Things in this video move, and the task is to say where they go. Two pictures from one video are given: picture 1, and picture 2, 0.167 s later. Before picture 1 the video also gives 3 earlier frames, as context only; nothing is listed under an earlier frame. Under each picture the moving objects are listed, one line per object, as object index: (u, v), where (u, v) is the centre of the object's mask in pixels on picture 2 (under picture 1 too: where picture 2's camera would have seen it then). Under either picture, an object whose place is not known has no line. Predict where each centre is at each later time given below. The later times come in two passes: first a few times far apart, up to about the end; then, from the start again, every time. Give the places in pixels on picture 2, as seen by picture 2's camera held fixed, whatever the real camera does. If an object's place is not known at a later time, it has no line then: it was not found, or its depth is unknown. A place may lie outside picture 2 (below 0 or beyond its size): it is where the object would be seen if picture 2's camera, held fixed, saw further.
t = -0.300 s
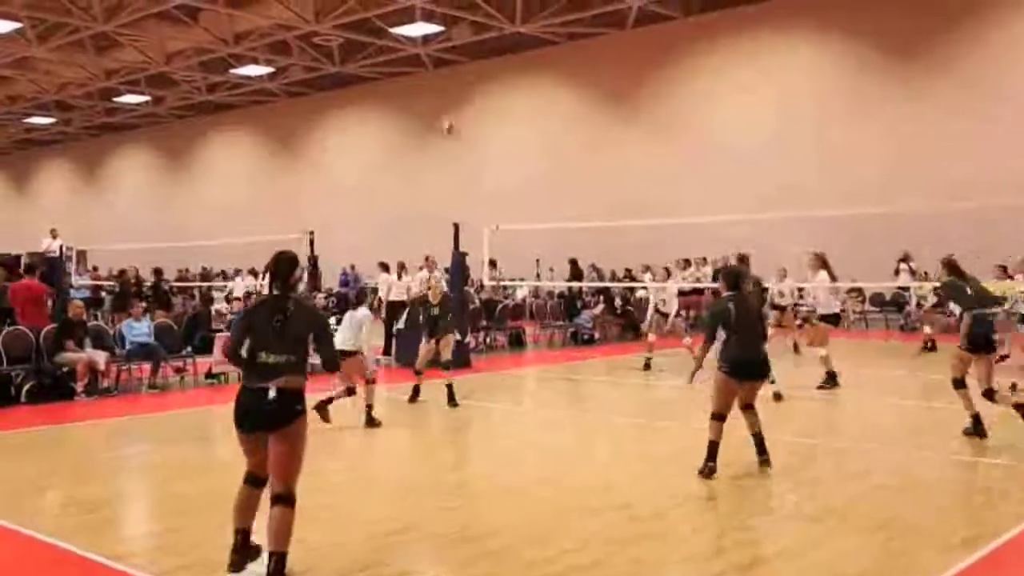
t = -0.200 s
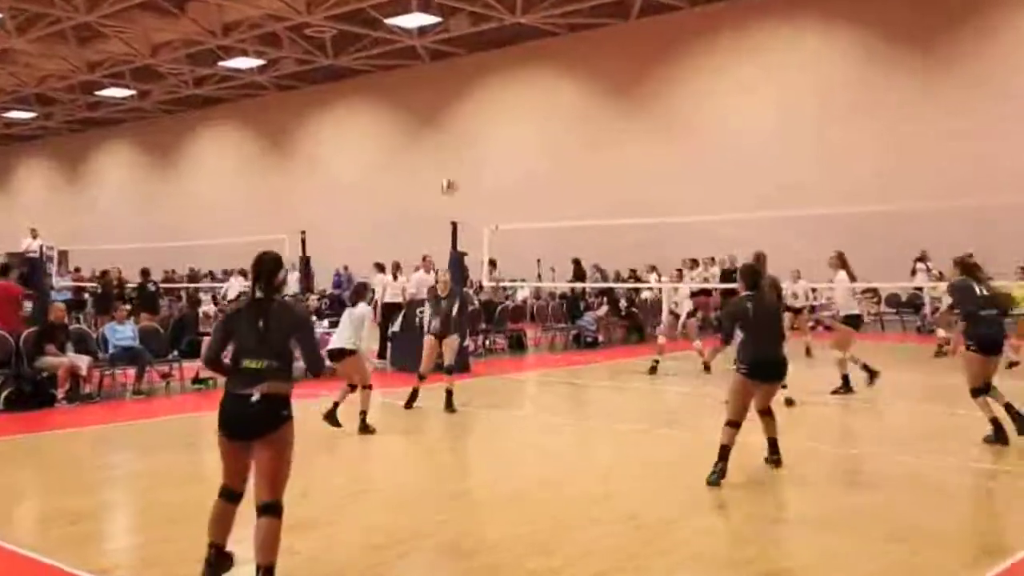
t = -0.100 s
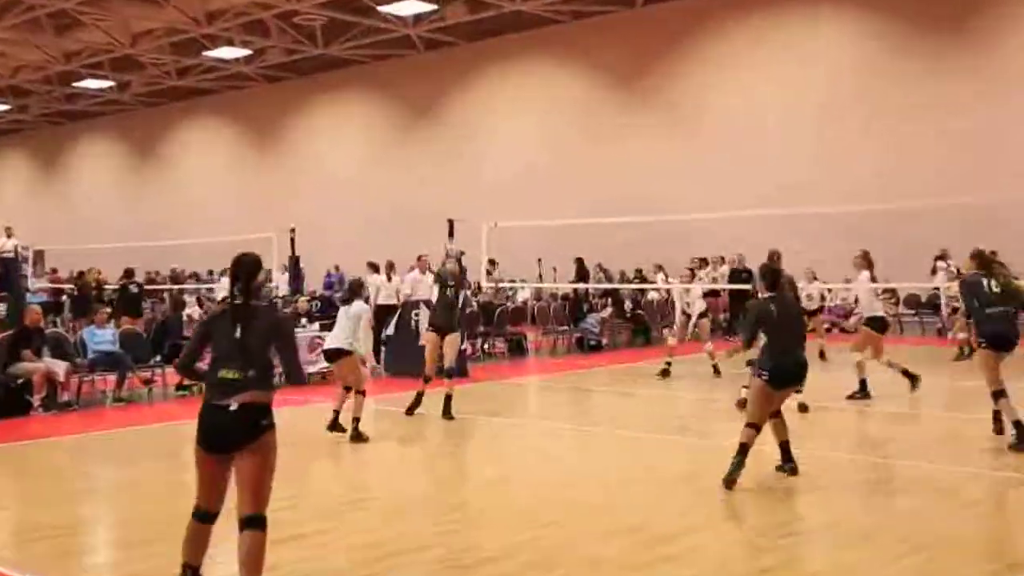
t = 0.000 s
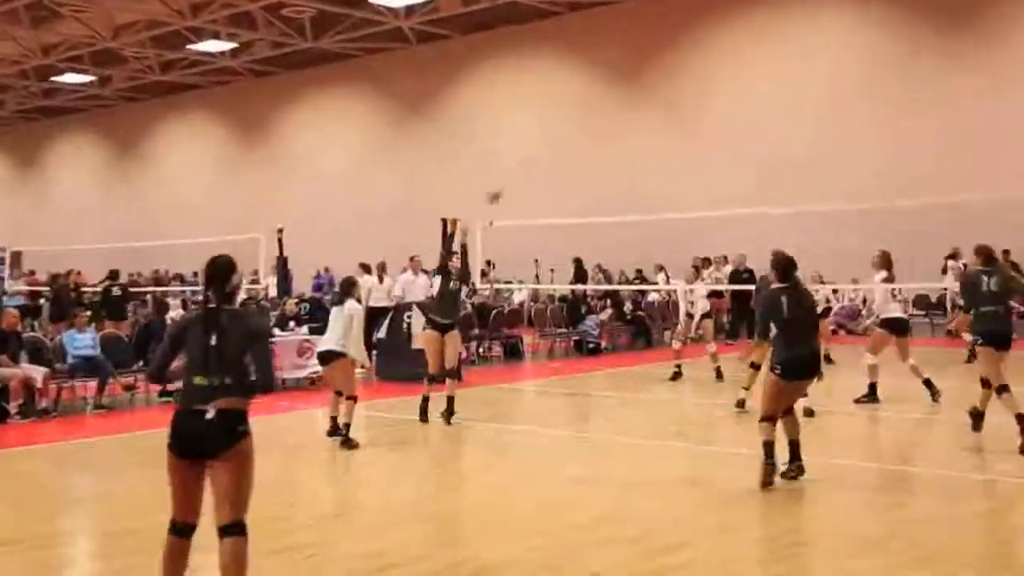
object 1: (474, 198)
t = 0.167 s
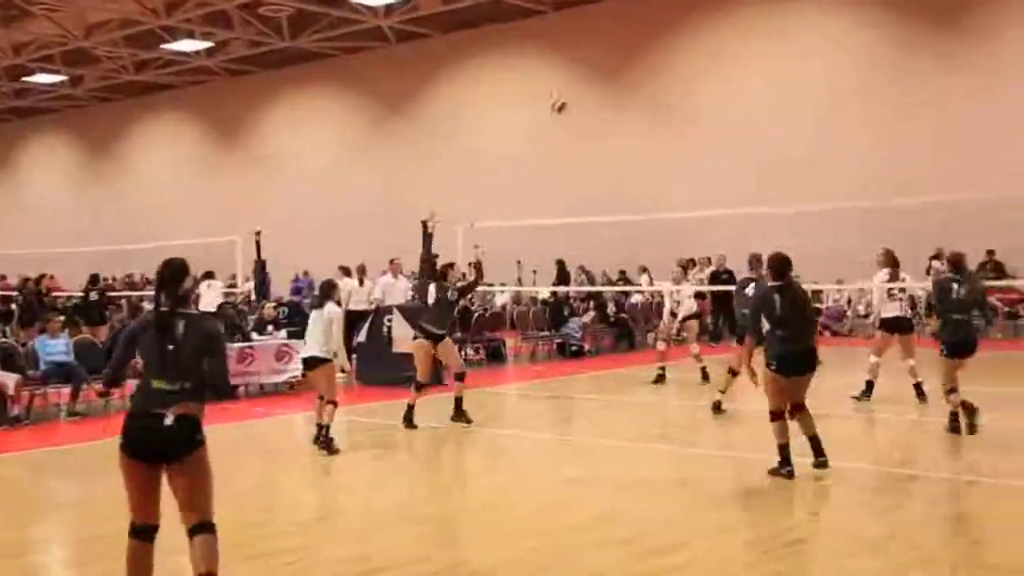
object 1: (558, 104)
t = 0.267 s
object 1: (604, 66)
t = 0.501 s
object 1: (696, 26)
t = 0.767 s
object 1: (785, 33)
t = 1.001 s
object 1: (853, 79)
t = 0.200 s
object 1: (574, 90)
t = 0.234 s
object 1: (591, 75)
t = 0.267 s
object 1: (604, 66)
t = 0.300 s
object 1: (618, 58)
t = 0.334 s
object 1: (632, 49)
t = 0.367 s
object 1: (646, 40)
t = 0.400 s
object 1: (659, 35)
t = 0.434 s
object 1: (672, 30)
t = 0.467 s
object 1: (685, 27)
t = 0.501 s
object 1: (696, 26)
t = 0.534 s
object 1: (711, 23)
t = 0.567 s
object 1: (721, 22)
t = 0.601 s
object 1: (731, 23)
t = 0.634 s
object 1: (745, 23)
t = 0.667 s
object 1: (754, 26)
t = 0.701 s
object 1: (765, 28)
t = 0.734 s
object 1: (776, 31)
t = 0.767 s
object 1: (785, 33)
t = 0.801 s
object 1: (796, 40)
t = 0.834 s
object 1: (807, 46)
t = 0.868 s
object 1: (816, 49)
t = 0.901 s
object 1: (825, 56)
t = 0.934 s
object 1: (835, 65)
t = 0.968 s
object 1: (844, 71)
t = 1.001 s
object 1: (853, 79)
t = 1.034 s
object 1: (862, 89)
